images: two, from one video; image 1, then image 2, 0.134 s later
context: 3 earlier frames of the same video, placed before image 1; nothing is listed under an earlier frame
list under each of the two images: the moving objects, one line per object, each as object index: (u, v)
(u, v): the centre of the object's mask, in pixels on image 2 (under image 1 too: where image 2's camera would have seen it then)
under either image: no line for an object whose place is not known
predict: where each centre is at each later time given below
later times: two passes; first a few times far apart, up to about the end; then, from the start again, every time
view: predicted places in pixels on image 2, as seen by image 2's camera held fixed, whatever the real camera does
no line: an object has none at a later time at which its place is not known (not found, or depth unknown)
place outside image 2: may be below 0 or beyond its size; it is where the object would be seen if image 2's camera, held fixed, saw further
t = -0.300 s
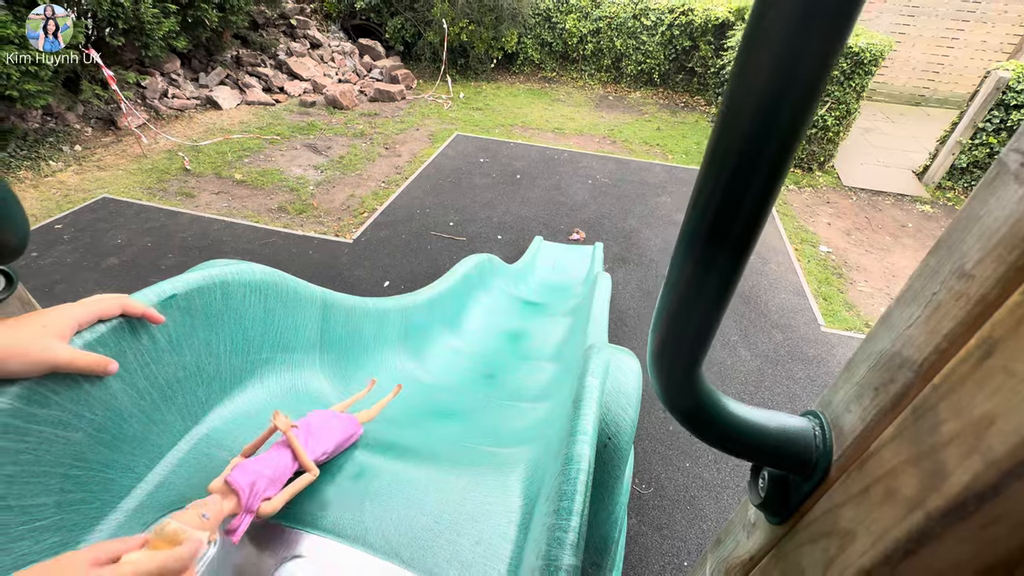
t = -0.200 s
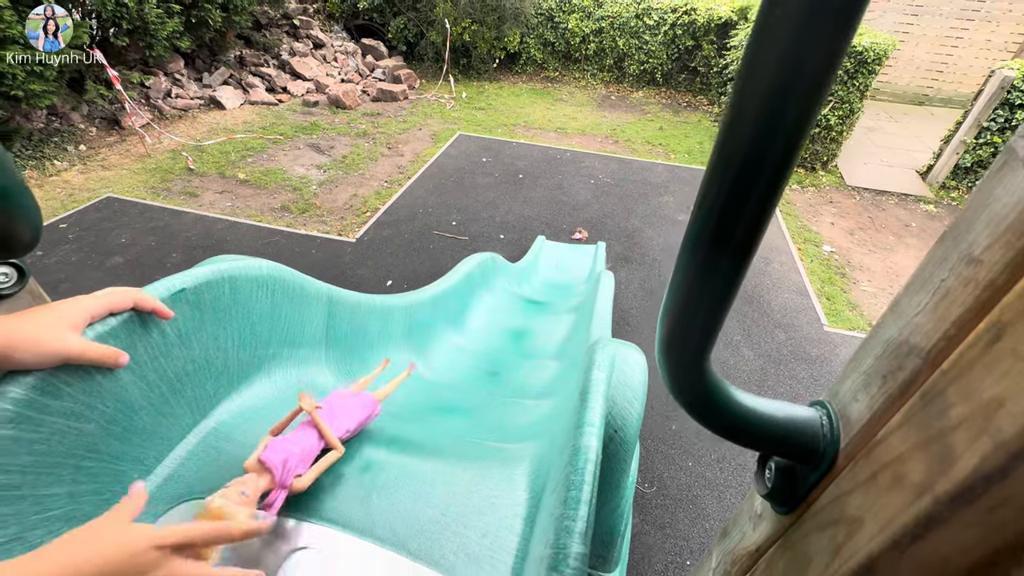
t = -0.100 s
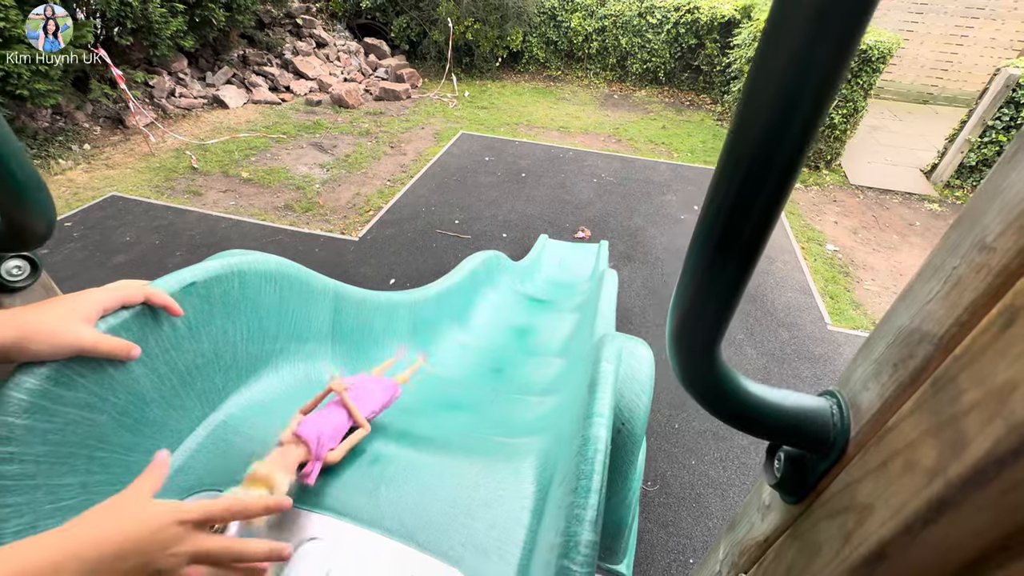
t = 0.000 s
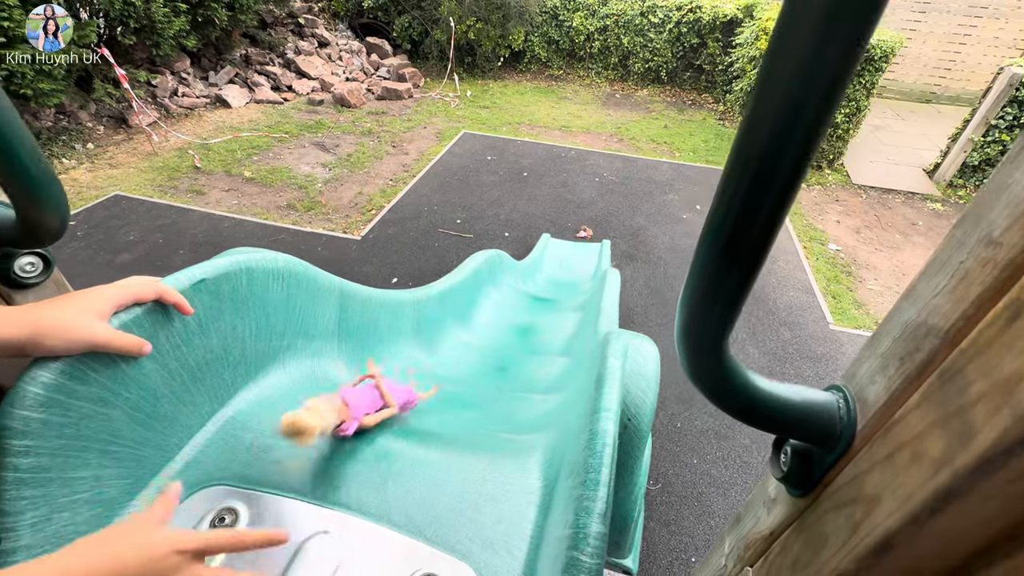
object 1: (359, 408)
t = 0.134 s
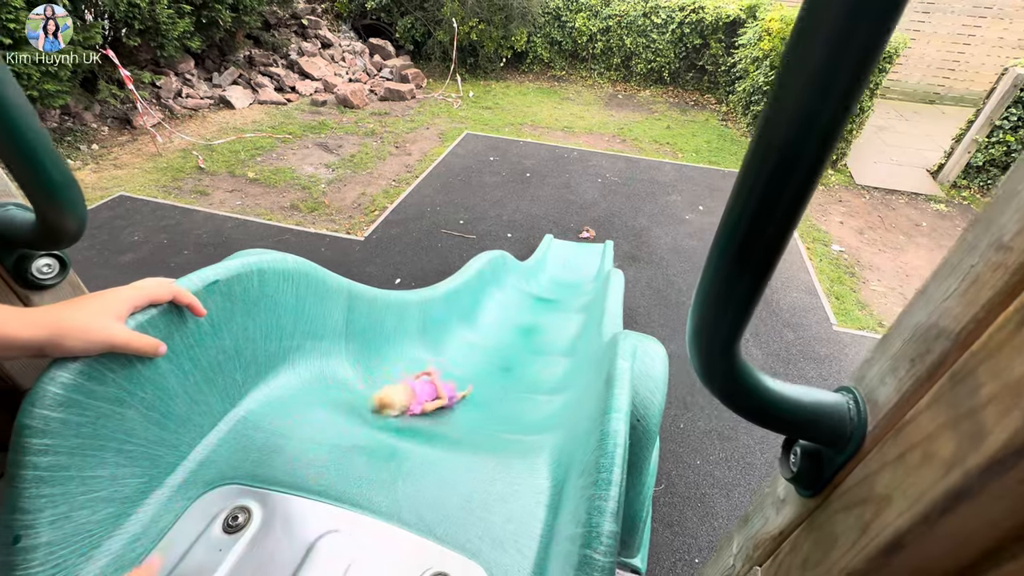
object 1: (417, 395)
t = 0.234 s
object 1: (455, 386)
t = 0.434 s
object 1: (511, 344)
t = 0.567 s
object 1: (533, 308)
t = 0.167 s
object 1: (431, 394)
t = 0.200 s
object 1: (443, 391)
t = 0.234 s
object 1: (455, 386)
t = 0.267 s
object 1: (467, 381)
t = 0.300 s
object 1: (477, 375)
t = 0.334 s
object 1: (487, 368)
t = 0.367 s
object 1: (495, 360)
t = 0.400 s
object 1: (504, 352)
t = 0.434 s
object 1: (511, 344)
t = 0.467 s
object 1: (517, 336)
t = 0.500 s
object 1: (523, 326)
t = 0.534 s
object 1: (529, 316)
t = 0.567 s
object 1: (533, 308)
